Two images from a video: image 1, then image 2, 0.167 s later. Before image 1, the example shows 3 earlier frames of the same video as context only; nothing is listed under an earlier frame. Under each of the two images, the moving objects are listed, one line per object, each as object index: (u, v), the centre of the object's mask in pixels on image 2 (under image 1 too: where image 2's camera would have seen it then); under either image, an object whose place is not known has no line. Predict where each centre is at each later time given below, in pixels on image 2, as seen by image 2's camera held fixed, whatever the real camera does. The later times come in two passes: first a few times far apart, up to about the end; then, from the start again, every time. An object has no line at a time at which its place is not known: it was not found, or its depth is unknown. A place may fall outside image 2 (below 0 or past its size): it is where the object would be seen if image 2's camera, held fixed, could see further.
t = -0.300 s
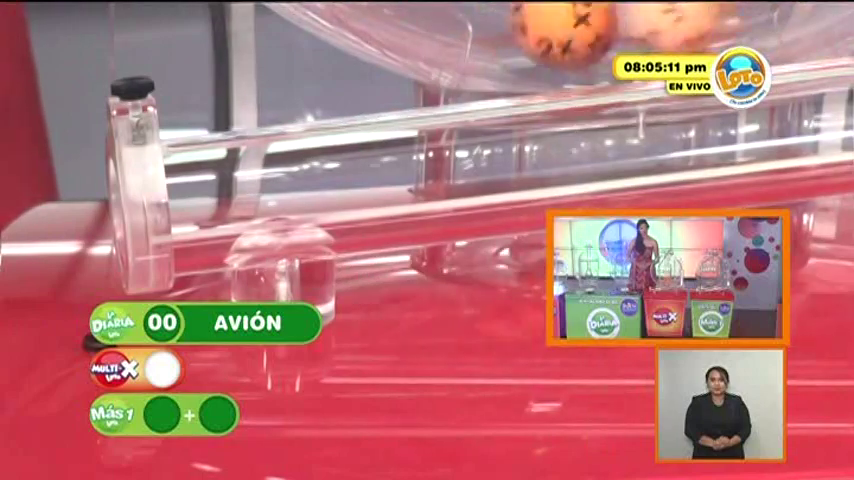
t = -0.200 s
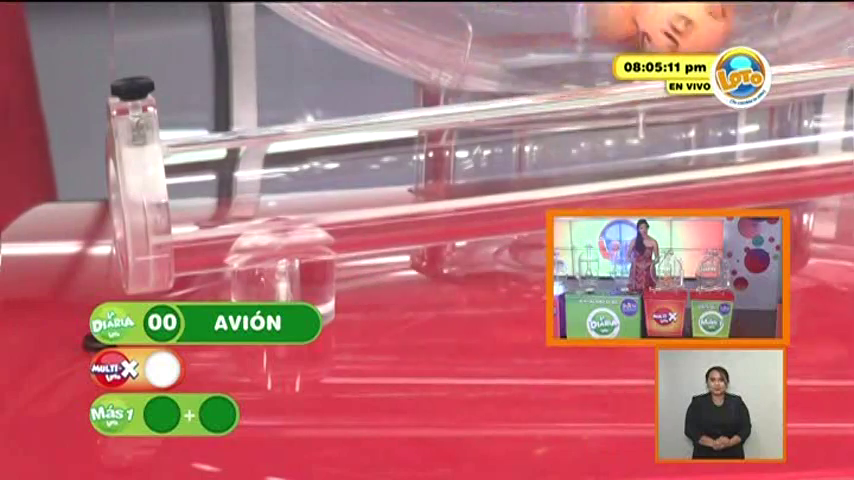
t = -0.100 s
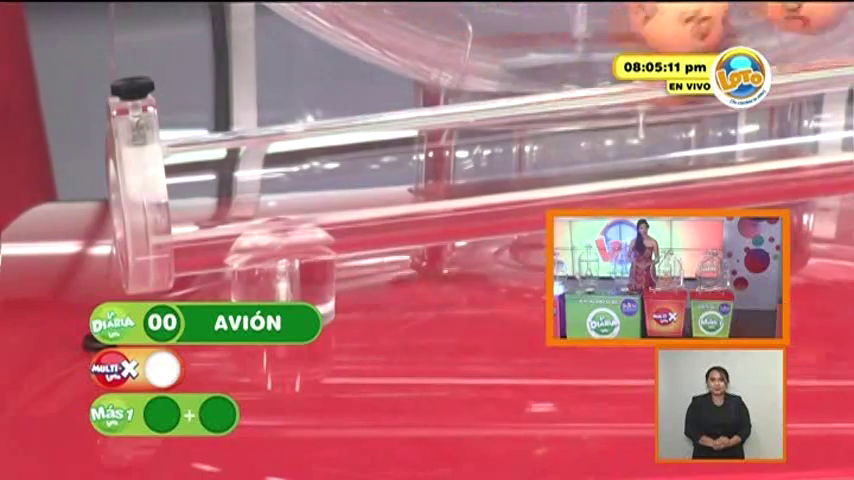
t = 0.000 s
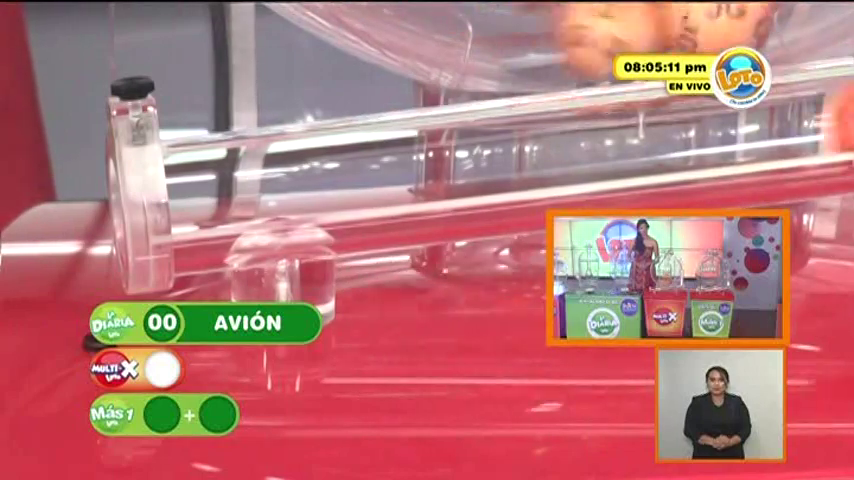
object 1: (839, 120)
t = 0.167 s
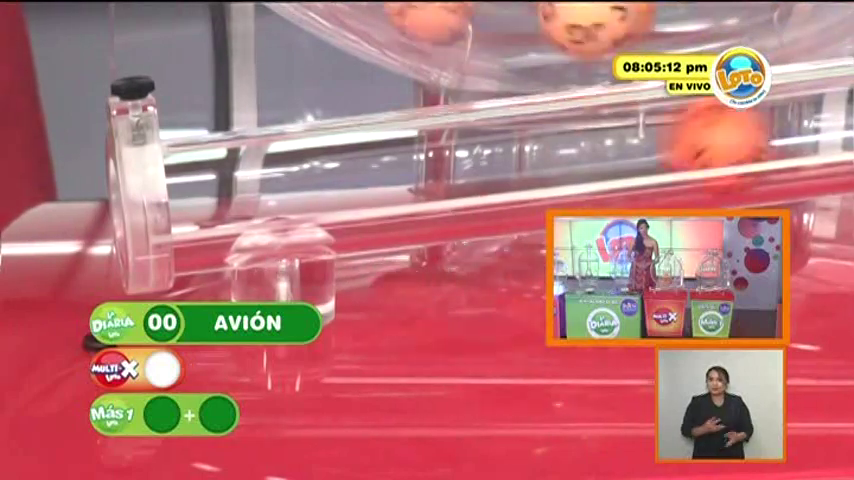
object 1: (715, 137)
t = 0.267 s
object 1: (607, 147)
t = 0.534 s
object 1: (261, 189)
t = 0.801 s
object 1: (204, 195)
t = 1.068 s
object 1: (203, 196)
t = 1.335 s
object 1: (203, 196)
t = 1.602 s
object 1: (203, 196)
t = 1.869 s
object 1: (203, 196)
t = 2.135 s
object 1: (203, 196)
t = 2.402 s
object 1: (203, 196)
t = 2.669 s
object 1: (203, 196)
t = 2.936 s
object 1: (203, 196)
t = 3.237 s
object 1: (203, 196)
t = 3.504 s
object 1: (203, 196)
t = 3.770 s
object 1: (203, 196)
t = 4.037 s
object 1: (203, 196)
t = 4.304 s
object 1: (203, 196)
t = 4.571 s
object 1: (203, 196)
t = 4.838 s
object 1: (203, 196)
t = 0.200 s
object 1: (682, 139)
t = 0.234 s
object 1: (646, 144)
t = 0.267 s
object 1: (607, 147)
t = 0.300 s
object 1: (567, 151)
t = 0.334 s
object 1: (528, 157)
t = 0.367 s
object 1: (485, 162)
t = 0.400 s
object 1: (445, 166)
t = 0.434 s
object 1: (402, 172)
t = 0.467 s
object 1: (356, 178)
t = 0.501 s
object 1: (309, 183)
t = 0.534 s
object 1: (261, 189)
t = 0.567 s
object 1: (211, 194)
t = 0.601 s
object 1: (208, 192)
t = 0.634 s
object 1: (211, 193)
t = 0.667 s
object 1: (212, 193)
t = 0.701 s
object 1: (211, 193)
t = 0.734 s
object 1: (206, 195)
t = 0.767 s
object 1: (204, 195)
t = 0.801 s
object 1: (204, 195)
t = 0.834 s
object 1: (204, 195)
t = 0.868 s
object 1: (204, 195)
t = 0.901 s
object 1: (202, 196)
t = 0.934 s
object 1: (203, 196)
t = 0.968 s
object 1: (203, 196)
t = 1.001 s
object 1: (203, 196)
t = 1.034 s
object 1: (203, 196)
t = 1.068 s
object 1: (203, 196)
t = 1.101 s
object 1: (203, 196)
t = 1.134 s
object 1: (203, 196)
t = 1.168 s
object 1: (203, 196)
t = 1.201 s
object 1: (203, 196)
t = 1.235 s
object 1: (203, 196)
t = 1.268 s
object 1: (203, 196)
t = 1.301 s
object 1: (203, 196)
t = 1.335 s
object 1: (203, 196)
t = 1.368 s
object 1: (203, 196)
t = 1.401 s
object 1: (203, 196)
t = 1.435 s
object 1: (203, 196)
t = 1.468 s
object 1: (203, 196)
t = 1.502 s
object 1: (203, 196)
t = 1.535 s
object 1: (203, 196)
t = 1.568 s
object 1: (203, 196)
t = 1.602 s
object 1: (203, 196)
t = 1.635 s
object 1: (203, 196)
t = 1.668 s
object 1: (203, 196)
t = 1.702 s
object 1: (203, 196)
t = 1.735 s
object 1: (203, 196)
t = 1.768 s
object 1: (203, 196)
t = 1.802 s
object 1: (203, 196)
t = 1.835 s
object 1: (203, 196)
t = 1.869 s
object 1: (203, 196)
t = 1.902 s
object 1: (203, 196)
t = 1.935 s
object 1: (203, 196)
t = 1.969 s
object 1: (203, 196)
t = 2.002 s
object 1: (203, 196)
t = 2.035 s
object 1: (203, 196)
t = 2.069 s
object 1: (203, 196)
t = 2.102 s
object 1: (203, 196)
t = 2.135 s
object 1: (203, 196)
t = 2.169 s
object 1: (203, 196)
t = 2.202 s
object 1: (203, 196)
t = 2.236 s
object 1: (203, 196)
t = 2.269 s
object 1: (203, 196)
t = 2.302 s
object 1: (203, 196)
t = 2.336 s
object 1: (203, 196)
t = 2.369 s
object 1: (203, 196)
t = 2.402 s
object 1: (203, 196)
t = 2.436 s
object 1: (203, 196)
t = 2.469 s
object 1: (203, 196)
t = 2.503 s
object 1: (203, 196)
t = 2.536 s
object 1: (203, 196)
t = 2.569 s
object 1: (203, 196)
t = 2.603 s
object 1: (203, 196)
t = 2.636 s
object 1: (203, 196)
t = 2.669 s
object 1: (203, 196)
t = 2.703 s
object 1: (203, 196)
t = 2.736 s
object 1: (203, 196)
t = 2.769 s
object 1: (203, 196)
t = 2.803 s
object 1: (203, 196)
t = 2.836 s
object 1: (203, 196)
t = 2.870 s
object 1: (203, 196)
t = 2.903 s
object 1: (203, 196)
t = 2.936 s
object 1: (203, 196)
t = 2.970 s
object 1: (203, 196)
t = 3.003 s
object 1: (203, 196)
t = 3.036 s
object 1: (203, 196)
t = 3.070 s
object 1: (203, 196)
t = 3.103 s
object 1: (203, 196)
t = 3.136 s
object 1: (203, 196)
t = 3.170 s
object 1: (203, 196)
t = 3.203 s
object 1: (203, 196)
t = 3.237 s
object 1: (203, 196)
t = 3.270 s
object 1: (203, 196)
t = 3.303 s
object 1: (203, 196)
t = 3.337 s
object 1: (203, 196)
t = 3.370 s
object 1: (203, 196)
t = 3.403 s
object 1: (203, 196)
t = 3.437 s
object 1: (203, 196)
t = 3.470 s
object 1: (203, 196)
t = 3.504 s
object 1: (203, 196)
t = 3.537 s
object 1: (203, 196)
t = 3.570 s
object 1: (203, 196)
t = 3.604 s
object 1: (203, 196)
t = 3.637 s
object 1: (203, 196)
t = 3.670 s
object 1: (203, 196)
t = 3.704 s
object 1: (203, 196)
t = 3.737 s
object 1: (203, 196)
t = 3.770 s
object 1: (203, 196)
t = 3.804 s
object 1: (203, 196)
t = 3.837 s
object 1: (203, 196)
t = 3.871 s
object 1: (203, 196)
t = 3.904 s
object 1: (203, 196)
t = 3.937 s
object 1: (203, 196)
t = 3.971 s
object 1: (203, 196)
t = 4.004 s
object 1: (203, 196)
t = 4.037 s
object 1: (203, 196)
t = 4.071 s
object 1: (203, 196)
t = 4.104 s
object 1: (203, 196)
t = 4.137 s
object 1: (203, 196)
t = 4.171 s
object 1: (203, 196)
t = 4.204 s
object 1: (203, 196)
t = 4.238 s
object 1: (203, 196)
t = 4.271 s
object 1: (203, 196)
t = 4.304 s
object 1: (203, 196)
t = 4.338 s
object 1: (203, 196)
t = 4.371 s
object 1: (203, 196)
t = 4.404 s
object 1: (203, 196)
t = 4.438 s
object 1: (203, 196)
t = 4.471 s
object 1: (203, 196)
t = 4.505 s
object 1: (203, 196)
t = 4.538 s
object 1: (203, 196)
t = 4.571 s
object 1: (203, 196)
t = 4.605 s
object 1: (203, 196)
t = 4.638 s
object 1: (203, 196)
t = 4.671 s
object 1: (203, 196)
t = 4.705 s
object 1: (203, 196)
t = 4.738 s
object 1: (203, 196)
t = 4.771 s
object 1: (203, 196)
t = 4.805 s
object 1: (203, 196)
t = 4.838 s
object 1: (203, 196)
